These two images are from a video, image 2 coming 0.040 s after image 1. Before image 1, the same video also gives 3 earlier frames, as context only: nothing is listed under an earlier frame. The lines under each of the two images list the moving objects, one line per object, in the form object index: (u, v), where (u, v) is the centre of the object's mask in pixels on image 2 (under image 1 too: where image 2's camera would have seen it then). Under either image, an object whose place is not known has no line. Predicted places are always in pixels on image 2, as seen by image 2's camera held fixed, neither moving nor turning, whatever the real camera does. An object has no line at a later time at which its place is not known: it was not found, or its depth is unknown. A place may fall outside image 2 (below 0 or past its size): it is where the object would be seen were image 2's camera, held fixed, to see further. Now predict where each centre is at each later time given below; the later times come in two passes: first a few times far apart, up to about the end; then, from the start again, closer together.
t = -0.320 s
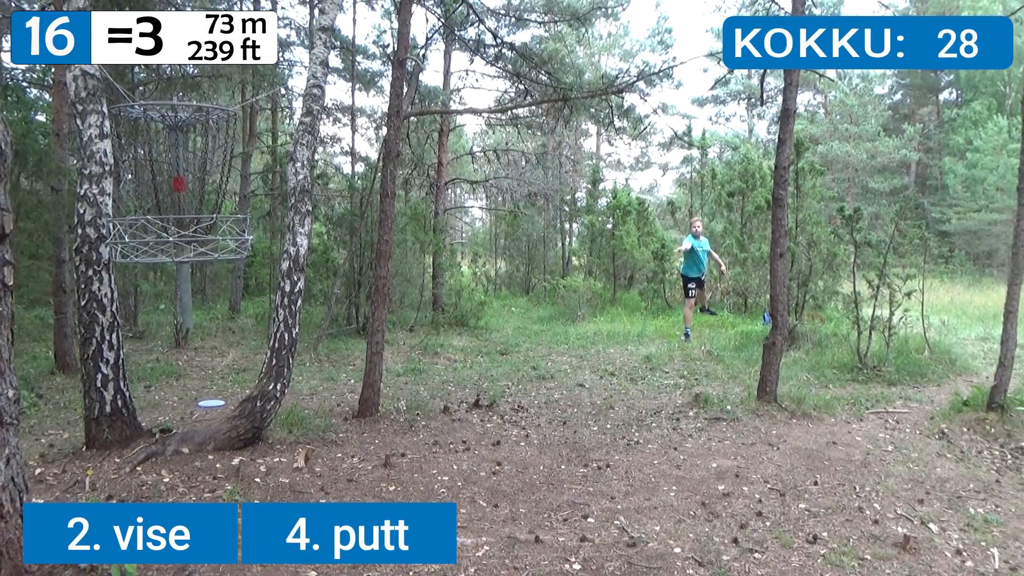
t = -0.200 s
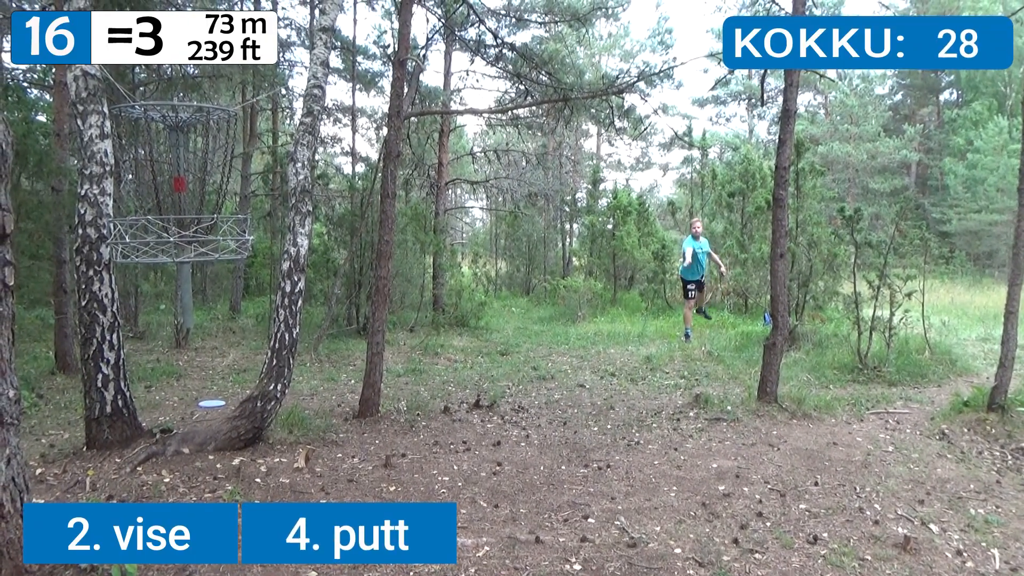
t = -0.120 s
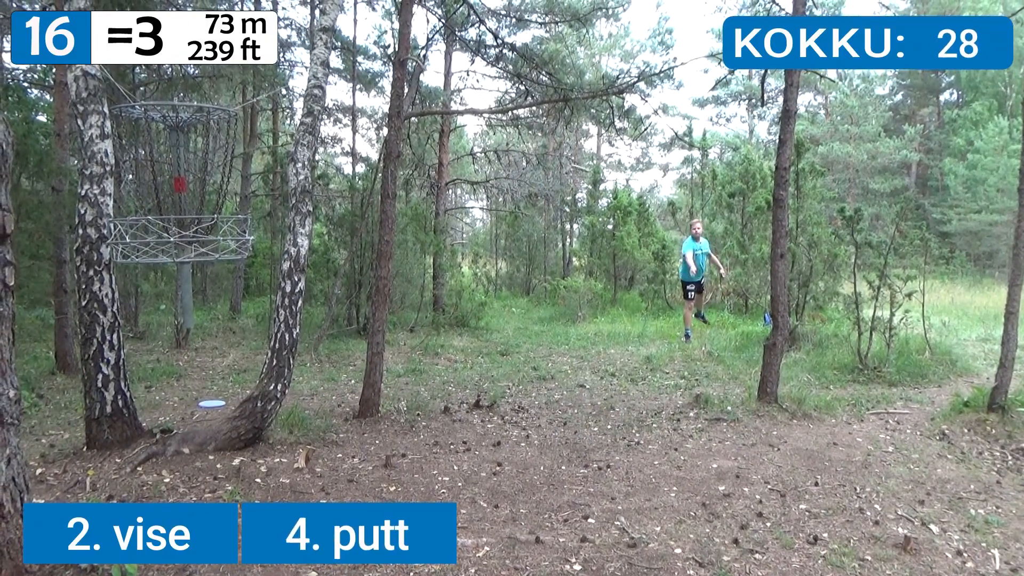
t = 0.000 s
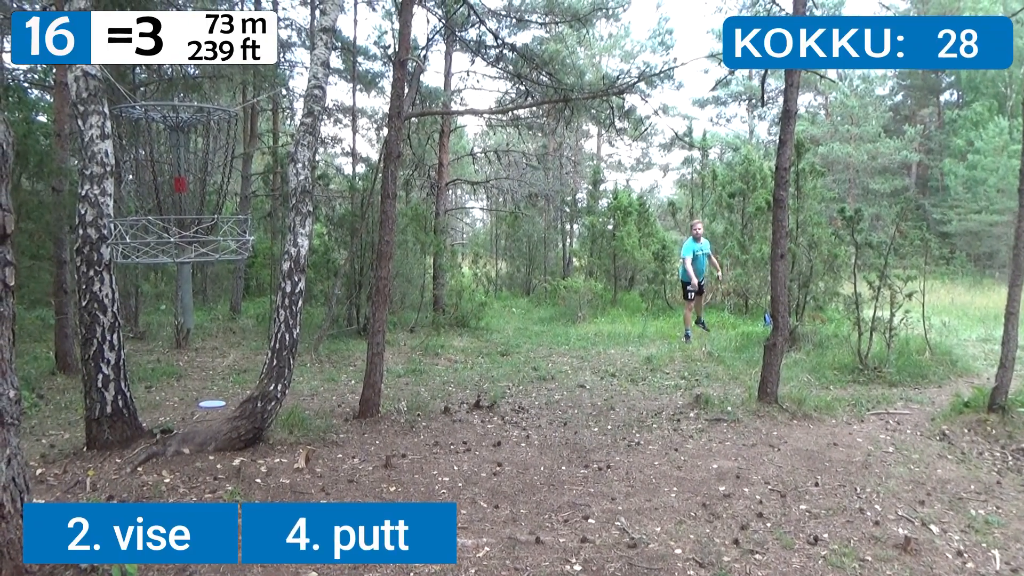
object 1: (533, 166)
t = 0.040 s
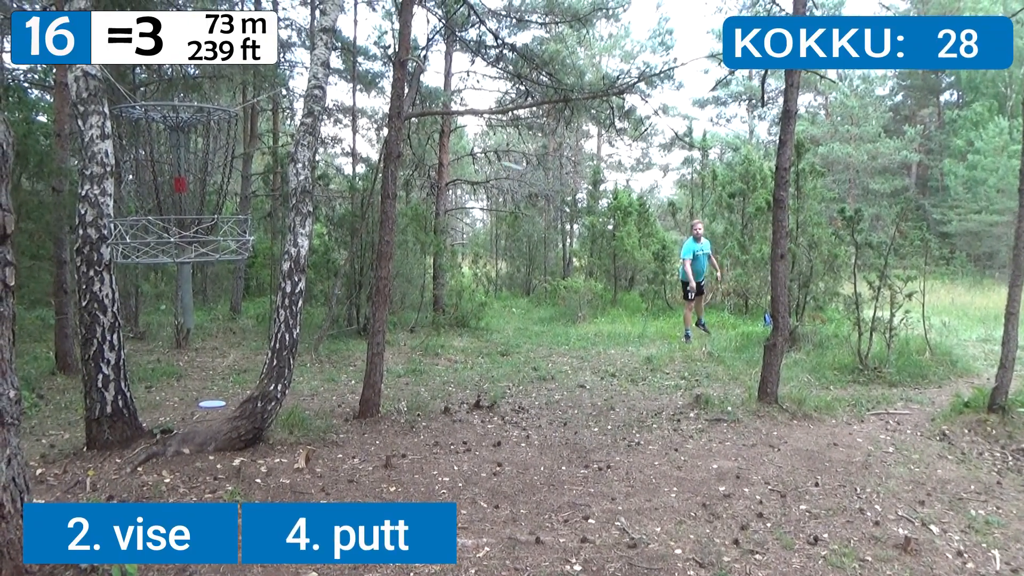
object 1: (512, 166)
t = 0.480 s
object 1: (276, 257)
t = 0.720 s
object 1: (347, 374)
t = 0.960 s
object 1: (398, 411)
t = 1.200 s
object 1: (443, 410)
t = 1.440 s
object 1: (488, 443)
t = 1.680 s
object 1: (535, 446)
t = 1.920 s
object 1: (574, 447)
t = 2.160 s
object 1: (611, 448)
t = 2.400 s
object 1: (637, 452)
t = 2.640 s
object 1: (653, 451)
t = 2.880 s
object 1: (646, 454)
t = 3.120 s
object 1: (643, 460)
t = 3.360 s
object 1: (642, 461)
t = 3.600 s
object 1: (642, 461)
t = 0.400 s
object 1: (266, 236)
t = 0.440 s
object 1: (262, 244)
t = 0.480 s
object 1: (276, 257)
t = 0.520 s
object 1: (288, 271)
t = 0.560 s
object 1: (301, 287)
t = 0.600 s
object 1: (315, 308)
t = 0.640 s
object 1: (324, 326)
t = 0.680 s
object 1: (335, 348)
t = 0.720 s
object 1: (347, 374)
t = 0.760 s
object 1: (356, 399)
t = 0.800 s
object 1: (365, 427)
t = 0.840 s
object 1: (375, 444)
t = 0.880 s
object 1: (382, 431)
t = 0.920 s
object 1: (391, 419)
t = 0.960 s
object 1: (398, 411)
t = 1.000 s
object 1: (405, 404)
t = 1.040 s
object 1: (414, 402)
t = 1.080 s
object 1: (421, 401)
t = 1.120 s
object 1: (429, 404)
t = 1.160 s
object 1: (436, 406)
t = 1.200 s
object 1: (443, 410)
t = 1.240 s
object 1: (451, 421)
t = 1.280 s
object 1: (459, 433)
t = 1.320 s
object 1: (467, 449)
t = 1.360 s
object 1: (472, 453)
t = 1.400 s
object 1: (480, 449)
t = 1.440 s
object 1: (488, 443)
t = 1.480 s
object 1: (496, 443)
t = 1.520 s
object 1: (505, 443)
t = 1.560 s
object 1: (513, 447)
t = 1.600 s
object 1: (520, 448)
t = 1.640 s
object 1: (527, 447)
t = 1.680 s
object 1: (535, 446)
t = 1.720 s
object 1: (541, 446)
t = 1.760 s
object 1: (548, 448)
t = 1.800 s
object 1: (554, 450)
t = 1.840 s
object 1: (561, 450)
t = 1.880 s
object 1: (567, 449)
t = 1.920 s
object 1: (574, 447)
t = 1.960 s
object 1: (581, 447)
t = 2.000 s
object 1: (589, 449)
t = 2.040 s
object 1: (595, 450)
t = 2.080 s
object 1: (601, 451)
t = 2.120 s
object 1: (606, 449)
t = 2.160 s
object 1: (611, 448)
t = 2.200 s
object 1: (616, 448)
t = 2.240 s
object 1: (620, 448)
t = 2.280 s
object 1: (624, 449)
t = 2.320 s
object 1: (629, 450)
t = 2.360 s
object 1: (633, 451)
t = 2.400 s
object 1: (637, 452)
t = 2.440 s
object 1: (640, 453)
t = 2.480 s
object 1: (644, 454)
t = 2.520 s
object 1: (646, 453)
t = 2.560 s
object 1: (649, 452)
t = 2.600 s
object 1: (651, 451)
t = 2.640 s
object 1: (653, 451)
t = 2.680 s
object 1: (653, 450)
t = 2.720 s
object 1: (652, 449)
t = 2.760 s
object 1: (650, 449)
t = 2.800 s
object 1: (650, 450)
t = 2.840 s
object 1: (648, 451)
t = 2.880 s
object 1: (646, 454)
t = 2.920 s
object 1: (644, 457)
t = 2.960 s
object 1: (643, 457)
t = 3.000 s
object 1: (643, 458)
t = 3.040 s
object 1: (642, 458)
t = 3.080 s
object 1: (642, 459)
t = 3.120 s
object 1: (643, 460)
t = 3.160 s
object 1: (643, 460)
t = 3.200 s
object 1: (642, 461)
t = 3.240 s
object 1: (642, 461)
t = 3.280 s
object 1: (642, 461)
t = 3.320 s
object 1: (642, 461)
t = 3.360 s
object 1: (642, 461)
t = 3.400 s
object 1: (642, 461)
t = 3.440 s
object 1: (642, 461)
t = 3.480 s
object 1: (642, 461)
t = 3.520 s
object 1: (642, 461)
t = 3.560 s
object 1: (642, 461)
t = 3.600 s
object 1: (642, 461)
